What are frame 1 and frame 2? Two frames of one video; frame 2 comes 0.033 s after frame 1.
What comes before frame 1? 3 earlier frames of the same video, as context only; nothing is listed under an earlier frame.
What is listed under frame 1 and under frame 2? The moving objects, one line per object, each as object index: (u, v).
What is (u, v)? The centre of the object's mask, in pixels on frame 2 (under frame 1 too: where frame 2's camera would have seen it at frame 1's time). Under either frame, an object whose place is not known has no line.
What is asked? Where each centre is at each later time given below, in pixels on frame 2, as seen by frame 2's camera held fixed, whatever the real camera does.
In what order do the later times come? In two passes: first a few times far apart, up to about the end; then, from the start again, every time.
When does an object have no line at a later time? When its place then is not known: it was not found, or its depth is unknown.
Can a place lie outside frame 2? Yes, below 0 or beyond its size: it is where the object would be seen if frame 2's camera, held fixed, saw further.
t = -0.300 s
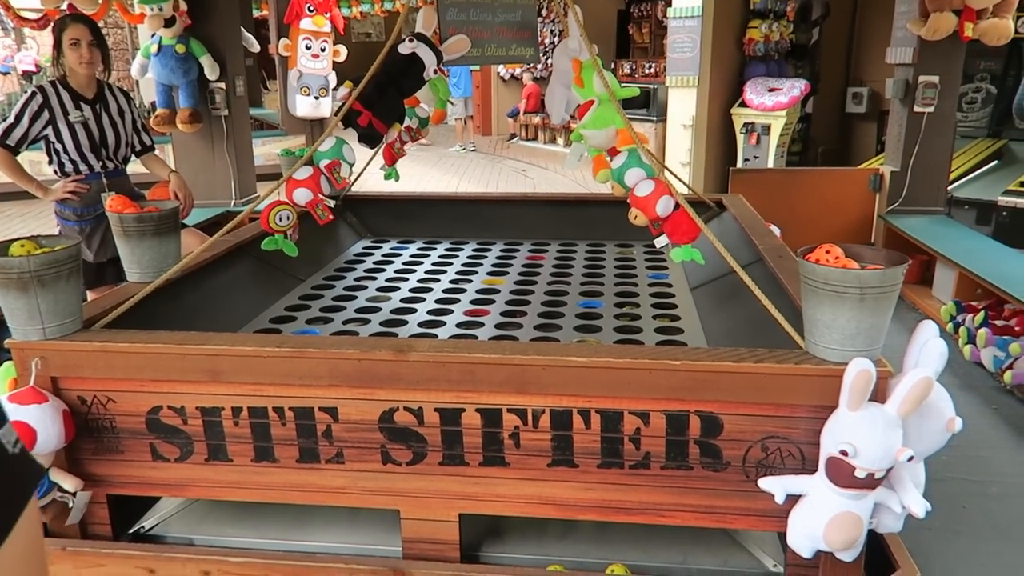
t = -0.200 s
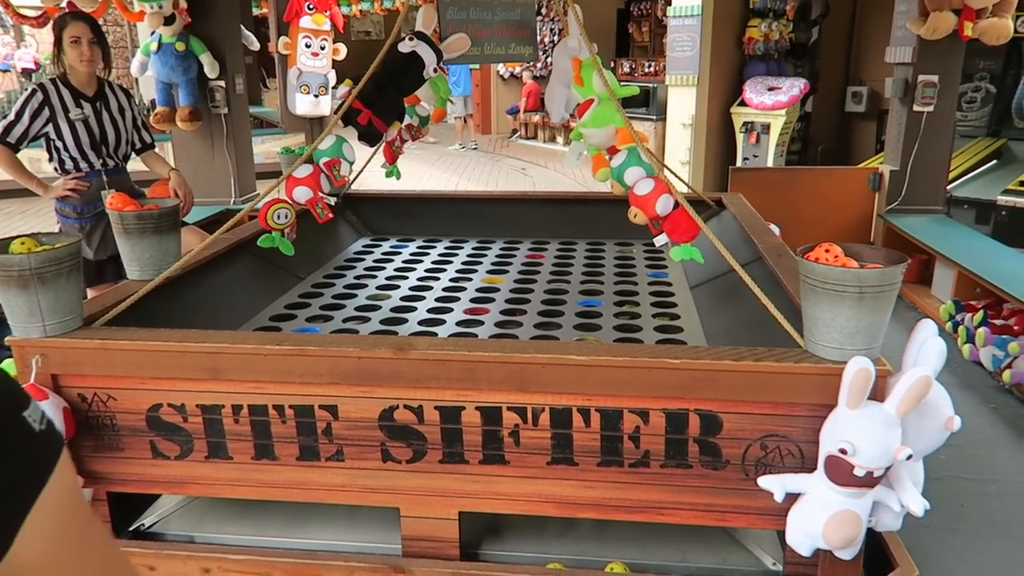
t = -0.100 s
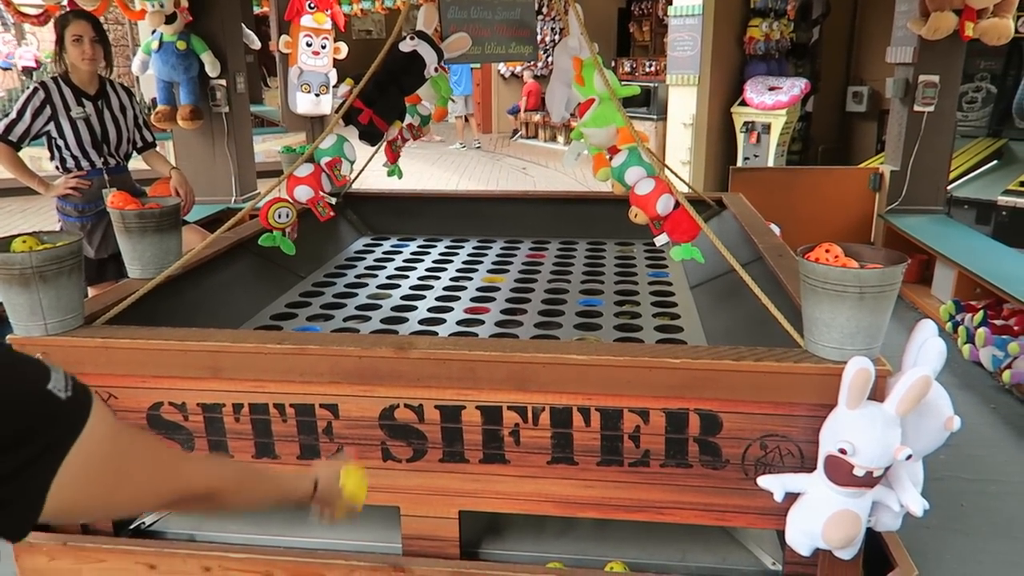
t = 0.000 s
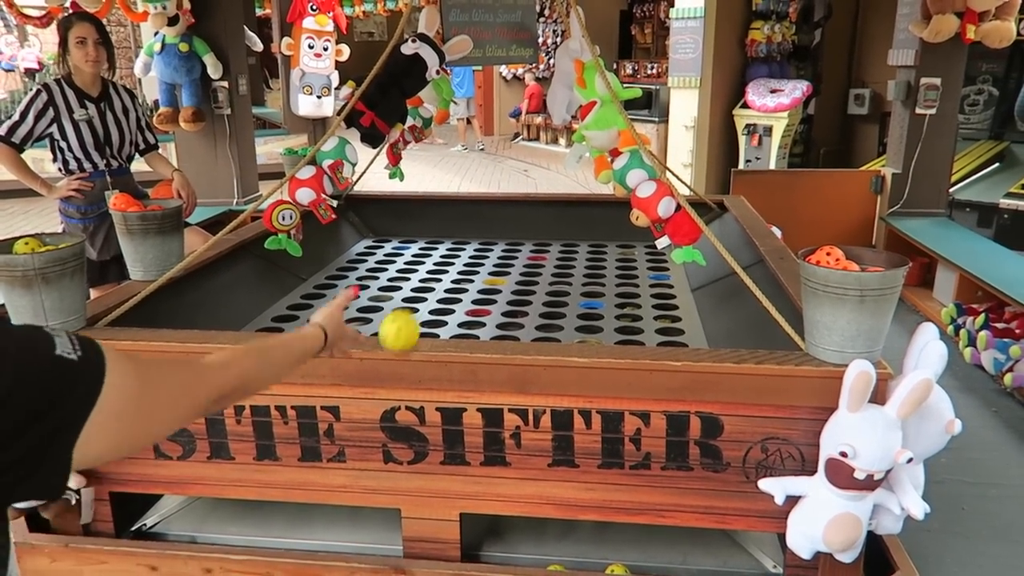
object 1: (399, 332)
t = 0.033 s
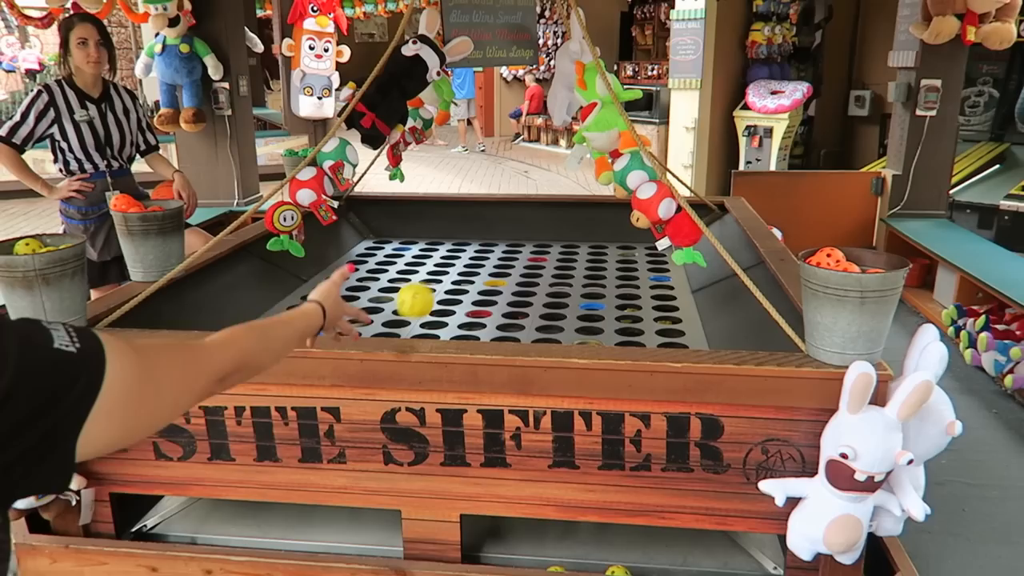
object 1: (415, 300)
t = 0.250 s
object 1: (482, 258)
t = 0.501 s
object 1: (509, 256)
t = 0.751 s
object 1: (514, 252)
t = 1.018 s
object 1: (514, 222)
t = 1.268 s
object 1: (493, 206)
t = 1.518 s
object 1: (472, 204)
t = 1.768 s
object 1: (443, 216)
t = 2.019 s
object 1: (410, 237)
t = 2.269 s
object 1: (377, 243)
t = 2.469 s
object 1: (357, 245)
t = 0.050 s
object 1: (422, 288)
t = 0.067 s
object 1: (429, 278)
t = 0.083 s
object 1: (435, 269)
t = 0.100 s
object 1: (441, 262)
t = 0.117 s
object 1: (447, 257)
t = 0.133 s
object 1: (452, 253)
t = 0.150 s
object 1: (457, 250)
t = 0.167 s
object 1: (462, 249)
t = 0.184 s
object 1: (467, 249)
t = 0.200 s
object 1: (471, 250)
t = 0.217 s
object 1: (475, 252)
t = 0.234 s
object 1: (479, 254)
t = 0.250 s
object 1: (482, 258)
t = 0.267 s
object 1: (486, 263)
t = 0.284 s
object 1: (490, 268)
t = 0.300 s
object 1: (494, 275)
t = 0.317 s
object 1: (496, 281)
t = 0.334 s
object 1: (498, 287)
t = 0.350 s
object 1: (502, 294)
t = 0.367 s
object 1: (505, 304)
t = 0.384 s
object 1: (507, 310)
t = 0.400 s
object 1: (507, 299)
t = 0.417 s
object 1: (508, 290)
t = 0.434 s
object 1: (508, 281)
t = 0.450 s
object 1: (508, 274)
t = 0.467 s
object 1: (509, 267)
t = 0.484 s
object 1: (509, 261)
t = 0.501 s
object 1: (509, 256)
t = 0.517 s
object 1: (510, 252)
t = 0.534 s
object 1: (511, 248)
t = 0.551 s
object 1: (511, 246)
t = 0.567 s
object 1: (511, 244)
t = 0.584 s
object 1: (511, 243)
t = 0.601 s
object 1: (512, 243)
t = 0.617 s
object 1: (512, 244)
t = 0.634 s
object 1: (512, 244)
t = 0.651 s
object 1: (513, 246)
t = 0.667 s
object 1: (513, 248)
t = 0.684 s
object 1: (513, 251)
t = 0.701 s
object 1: (513, 255)
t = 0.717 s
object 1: (514, 259)
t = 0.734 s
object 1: (514, 258)
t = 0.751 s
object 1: (514, 252)
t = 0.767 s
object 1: (515, 247)
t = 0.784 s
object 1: (515, 242)
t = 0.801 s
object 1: (515, 239)
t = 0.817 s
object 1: (515, 236)
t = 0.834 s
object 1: (516, 233)
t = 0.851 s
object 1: (516, 231)
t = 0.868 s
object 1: (516, 230)
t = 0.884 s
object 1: (516, 230)
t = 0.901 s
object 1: (517, 230)
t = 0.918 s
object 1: (517, 230)
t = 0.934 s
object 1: (517, 231)
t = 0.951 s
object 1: (518, 233)
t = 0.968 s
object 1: (518, 235)
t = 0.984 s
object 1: (517, 234)
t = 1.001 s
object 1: (516, 228)
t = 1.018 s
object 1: (514, 222)
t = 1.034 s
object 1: (513, 217)
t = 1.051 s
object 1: (511, 213)
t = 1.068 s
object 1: (510, 209)
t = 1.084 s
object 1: (509, 206)
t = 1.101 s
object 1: (507, 203)
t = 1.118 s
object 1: (506, 201)
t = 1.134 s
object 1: (504, 199)
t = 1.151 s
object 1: (503, 198)
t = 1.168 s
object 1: (502, 197)
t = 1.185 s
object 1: (500, 198)
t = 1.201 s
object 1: (499, 198)
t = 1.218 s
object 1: (497, 199)
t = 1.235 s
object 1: (496, 201)
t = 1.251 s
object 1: (495, 203)
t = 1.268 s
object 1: (493, 206)
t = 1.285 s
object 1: (492, 207)
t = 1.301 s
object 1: (490, 203)
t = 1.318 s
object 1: (489, 201)
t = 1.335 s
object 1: (488, 198)
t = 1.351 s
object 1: (486, 196)
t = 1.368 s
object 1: (485, 195)
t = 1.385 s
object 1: (483, 194)
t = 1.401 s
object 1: (482, 193)
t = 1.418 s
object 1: (481, 194)
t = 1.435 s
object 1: (479, 194)
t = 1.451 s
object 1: (477, 196)
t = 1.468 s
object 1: (476, 198)
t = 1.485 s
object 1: (475, 200)
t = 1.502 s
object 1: (473, 203)
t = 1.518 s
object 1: (472, 204)
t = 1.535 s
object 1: (470, 203)
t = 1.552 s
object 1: (468, 202)
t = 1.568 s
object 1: (466, 202)
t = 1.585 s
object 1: (465, 202)
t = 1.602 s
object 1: (463, 202)
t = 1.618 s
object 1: (461, 203)
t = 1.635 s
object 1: (459, 204)
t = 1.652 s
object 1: (457, 206)
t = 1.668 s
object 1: (456, 209)
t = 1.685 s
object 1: (454, 212)
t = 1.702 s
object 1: (452, 212)
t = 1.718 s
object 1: (449, 212)
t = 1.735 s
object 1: (447, 213)
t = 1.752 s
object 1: (445, 215)
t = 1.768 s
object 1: (443, 216)
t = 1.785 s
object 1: (441, 219)
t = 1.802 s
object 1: (439, 222)
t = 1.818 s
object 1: (436, 225)
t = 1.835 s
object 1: (434, 225)
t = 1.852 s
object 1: (432, 226)
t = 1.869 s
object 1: (430, 228)
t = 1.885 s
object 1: (428, 230)
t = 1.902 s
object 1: (425, 233)
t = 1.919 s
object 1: (423, 232)
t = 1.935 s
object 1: (421, 231)
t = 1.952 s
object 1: (419, 231)
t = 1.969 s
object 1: (416, 232)
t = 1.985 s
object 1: (414, 233)
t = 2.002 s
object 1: (412, 235)
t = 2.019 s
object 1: (410, 237)
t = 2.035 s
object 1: (407, 236)
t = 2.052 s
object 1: (405, 235)
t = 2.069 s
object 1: (403, 235)
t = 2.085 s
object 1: (400, 235)
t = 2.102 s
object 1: (398, 236)
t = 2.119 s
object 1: (396, 238)
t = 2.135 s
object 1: (393, 240)
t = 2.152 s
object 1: (391, 240)
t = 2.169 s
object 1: (389, 239)
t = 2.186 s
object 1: (387, 239)
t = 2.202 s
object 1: (385, 239)
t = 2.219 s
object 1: (383, 240)
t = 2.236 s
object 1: (381, 242)
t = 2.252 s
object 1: (378, 244)
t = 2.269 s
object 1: (377, 243)
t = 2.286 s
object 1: (375, 244)
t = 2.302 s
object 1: (372, 245)
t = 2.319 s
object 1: (369, 247)
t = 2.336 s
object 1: (367, 249)
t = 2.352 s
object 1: (366, 250)
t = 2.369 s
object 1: (364, 250)
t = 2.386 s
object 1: (362, 249)
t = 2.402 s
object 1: (360, 249)
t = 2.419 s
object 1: (359, 247)
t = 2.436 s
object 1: (358, 246)
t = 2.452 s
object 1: (358, 245)
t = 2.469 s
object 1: (357, 245)
